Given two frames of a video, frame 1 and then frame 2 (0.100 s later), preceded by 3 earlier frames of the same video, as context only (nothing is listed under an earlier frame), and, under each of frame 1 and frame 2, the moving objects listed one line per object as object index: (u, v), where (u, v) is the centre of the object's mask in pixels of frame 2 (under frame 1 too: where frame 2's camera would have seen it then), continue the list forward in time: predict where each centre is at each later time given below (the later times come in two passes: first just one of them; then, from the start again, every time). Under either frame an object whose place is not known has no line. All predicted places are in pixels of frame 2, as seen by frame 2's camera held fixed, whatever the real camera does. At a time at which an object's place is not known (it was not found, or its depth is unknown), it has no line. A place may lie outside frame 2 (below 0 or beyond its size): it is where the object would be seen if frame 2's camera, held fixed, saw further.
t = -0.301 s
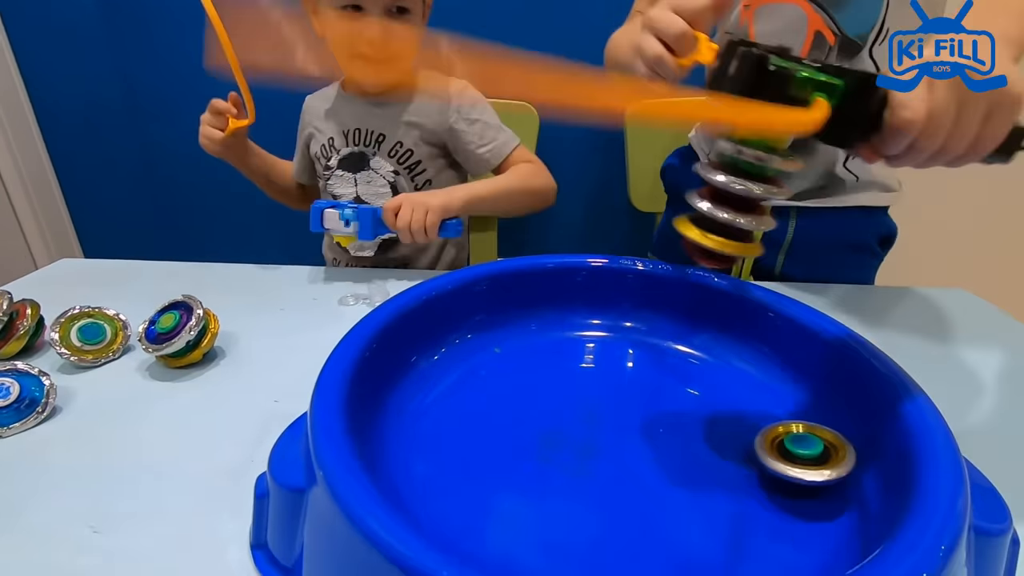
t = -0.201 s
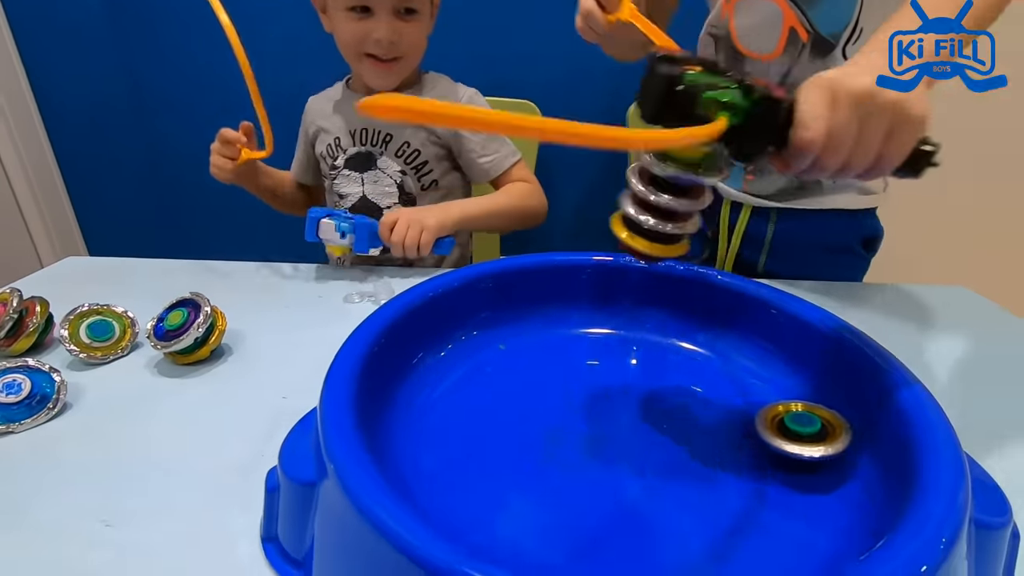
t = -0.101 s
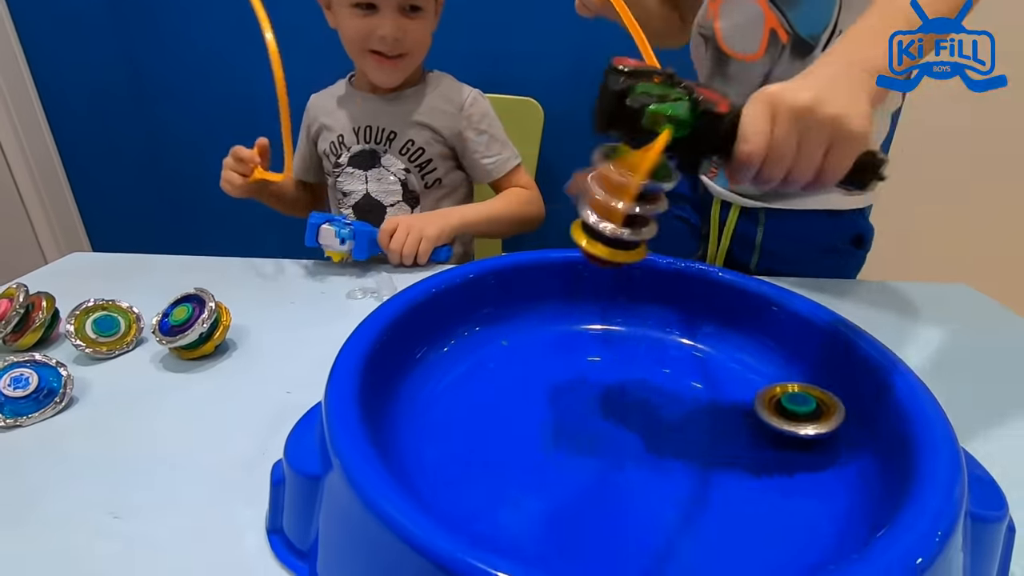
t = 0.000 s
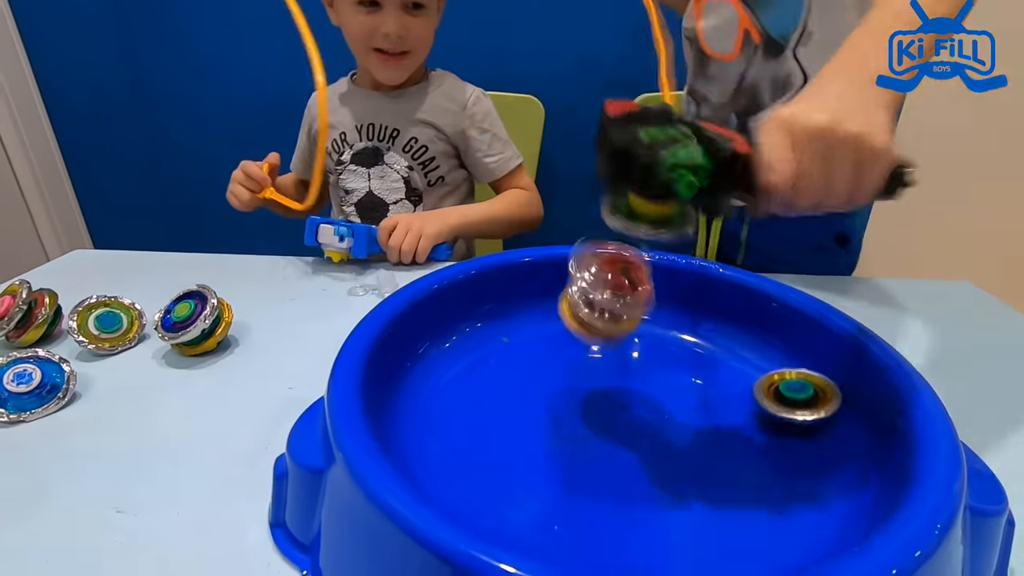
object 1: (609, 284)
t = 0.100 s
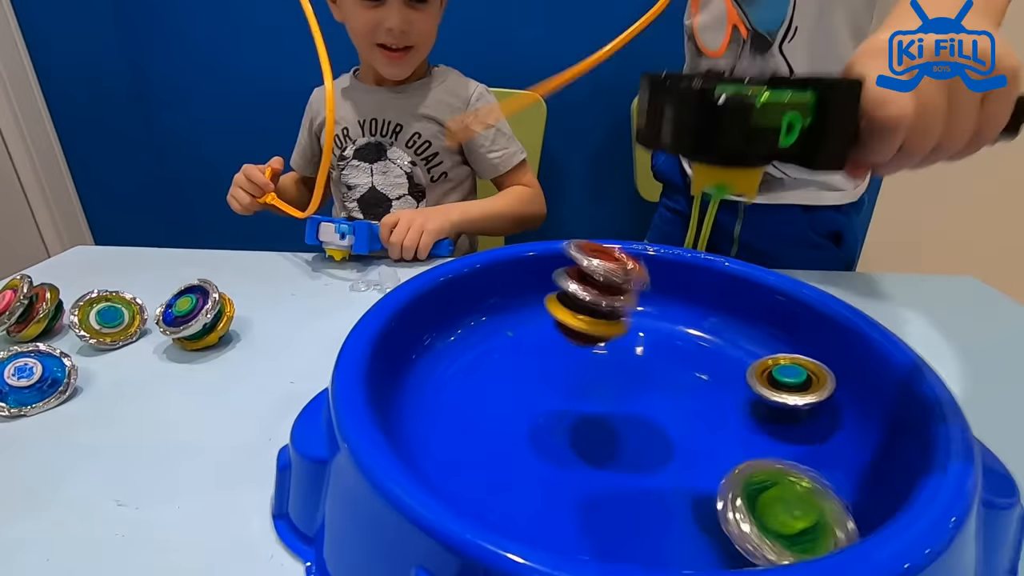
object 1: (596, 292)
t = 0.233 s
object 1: (565, 292)
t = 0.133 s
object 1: (590, 264)
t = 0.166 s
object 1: (583, 258)
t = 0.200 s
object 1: (573, 268)
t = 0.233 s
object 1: (565, 292)
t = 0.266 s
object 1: (551, 344)
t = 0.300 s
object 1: (533, 395)
